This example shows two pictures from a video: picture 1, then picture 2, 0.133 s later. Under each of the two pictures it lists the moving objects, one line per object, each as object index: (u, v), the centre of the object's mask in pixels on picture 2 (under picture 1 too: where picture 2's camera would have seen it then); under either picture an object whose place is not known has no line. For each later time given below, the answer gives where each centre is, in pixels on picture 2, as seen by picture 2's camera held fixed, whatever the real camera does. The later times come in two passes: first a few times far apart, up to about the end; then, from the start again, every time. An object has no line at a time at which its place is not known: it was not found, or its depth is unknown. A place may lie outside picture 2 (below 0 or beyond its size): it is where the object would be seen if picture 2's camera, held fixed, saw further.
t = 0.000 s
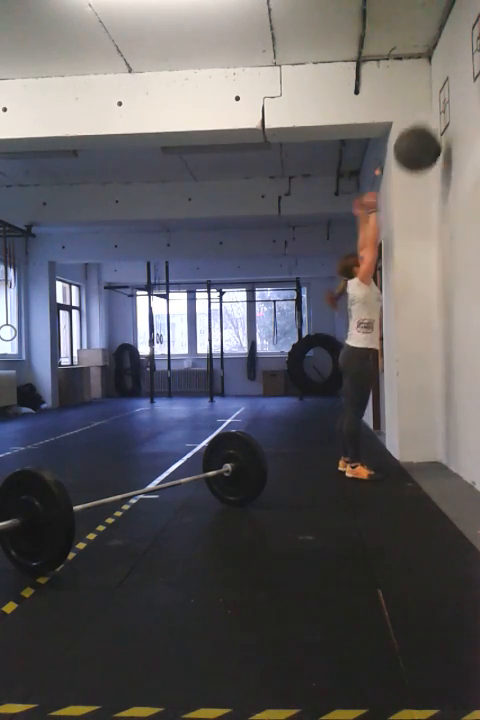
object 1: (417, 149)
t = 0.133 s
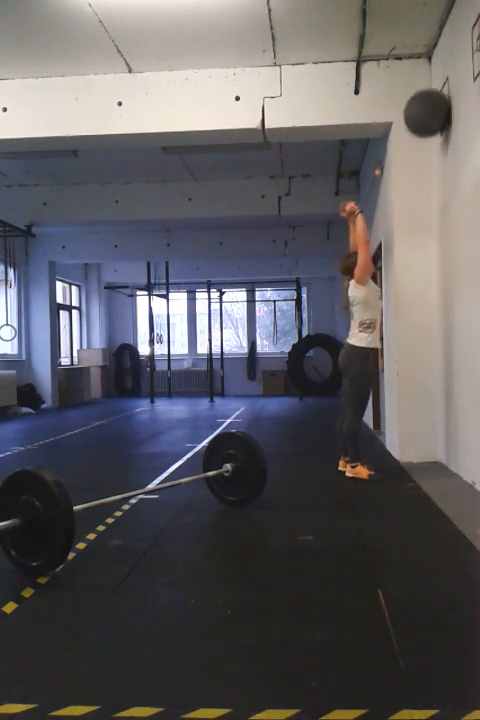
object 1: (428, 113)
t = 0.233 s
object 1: (422, 104)
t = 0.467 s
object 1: (408, 135)
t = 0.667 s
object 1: (394, 218)
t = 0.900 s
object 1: (383, 380)
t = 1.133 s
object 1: (387, 421)
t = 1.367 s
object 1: (404, 407)
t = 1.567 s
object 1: (419, 457)
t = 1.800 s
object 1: (429, 455)
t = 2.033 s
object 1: (433, 465)
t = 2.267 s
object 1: (430, 465)
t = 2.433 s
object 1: (427, 464)
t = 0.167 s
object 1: (426, 109)
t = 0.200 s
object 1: (424, 106)
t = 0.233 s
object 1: (422, 104)
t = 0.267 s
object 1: (420, 104)
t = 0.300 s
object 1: (418, 106)
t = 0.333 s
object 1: (416, 109)
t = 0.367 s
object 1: (414, 113)
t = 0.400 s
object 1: (412, 119)
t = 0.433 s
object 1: (410, 127)
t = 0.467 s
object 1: (408, 135)
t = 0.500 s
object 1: (406, 145)
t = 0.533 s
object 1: (403, 157)
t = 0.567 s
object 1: (401, 170)
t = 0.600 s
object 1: (398, 184)
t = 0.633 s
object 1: (396, 202)
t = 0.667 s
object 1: (394, 218)
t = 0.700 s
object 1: (392, 236)
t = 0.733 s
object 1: (389, 257)
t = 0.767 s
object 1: (389, 280)
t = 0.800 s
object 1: (387, 302)
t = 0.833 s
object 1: (386, 327)
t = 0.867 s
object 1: (384, 353)
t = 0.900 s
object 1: (383, 380)
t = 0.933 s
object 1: (382, 409)
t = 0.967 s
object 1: (379, 442)
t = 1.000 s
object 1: (380, 459)
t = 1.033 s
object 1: (381, 449)
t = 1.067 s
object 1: (384, 437)
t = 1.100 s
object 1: (386, 428)
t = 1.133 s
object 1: (387, 421)
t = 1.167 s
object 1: (390, 415)
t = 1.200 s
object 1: (392, 410)
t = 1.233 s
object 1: (394, 406)
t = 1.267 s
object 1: (396, 404)
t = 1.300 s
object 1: (398, 404)
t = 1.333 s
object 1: (401, 405)
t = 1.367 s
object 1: (404, 407)
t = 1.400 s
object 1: (406, 412)
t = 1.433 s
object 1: (409, 417)
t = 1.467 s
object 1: (411, 424)
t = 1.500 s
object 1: (414, 433)
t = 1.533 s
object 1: (416, 444)
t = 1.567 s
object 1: (419, 457)
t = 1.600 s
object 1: (422, 464)
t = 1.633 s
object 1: (423, 462)
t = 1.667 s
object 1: (424, 457)
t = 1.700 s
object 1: (425, 454)
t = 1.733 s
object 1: (426, 453)
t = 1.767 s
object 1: (428, 453)
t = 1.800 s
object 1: (429, 455)
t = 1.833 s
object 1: (431, 458)
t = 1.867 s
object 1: (432, 464)
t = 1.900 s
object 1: (433, 466)
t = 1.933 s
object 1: (433, 465)
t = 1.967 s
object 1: (433, 464)
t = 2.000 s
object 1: (433, 464)
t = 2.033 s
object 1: (433, 465)
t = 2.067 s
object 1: (433, 465)
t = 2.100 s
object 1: (433, 465)
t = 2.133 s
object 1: (432, 465)
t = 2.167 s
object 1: (432, 465)
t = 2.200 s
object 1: (432, 465)
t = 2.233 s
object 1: (431, 465)
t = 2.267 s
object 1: (430, 465)
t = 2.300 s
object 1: (429, 465)
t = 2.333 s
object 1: (429, 465)
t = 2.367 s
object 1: (428, 465)
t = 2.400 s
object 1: (427, 464)
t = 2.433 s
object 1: (427, 464)
